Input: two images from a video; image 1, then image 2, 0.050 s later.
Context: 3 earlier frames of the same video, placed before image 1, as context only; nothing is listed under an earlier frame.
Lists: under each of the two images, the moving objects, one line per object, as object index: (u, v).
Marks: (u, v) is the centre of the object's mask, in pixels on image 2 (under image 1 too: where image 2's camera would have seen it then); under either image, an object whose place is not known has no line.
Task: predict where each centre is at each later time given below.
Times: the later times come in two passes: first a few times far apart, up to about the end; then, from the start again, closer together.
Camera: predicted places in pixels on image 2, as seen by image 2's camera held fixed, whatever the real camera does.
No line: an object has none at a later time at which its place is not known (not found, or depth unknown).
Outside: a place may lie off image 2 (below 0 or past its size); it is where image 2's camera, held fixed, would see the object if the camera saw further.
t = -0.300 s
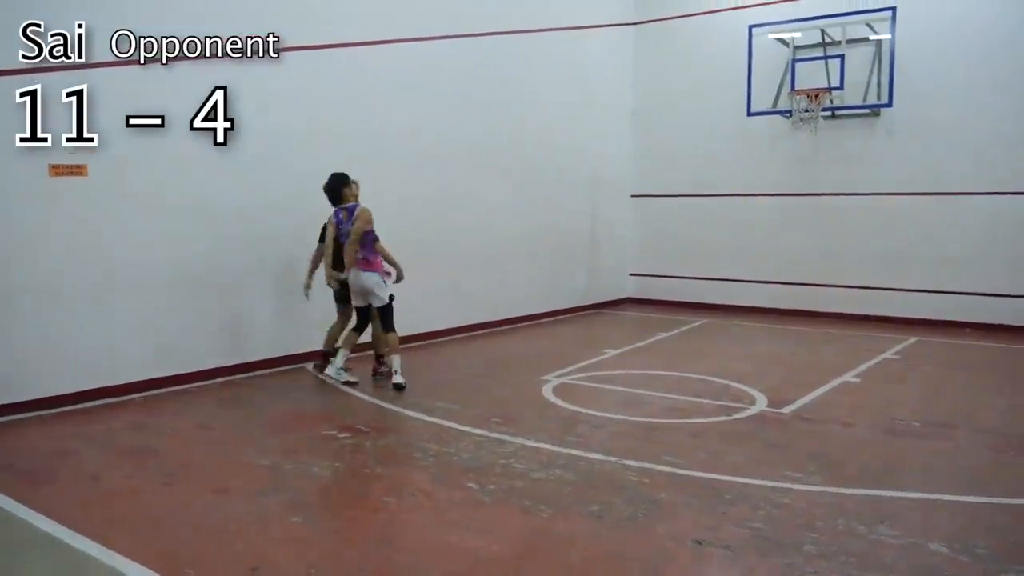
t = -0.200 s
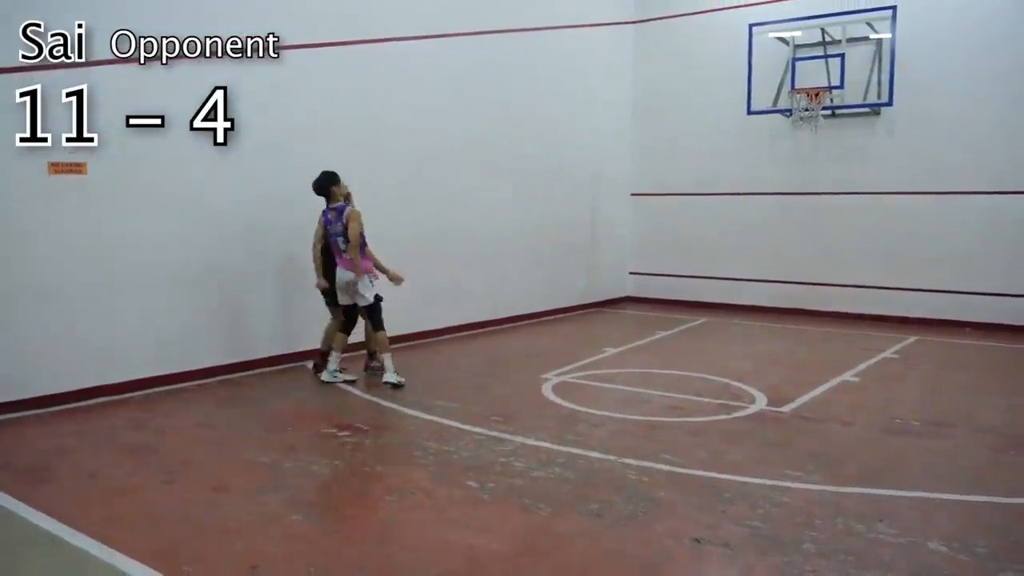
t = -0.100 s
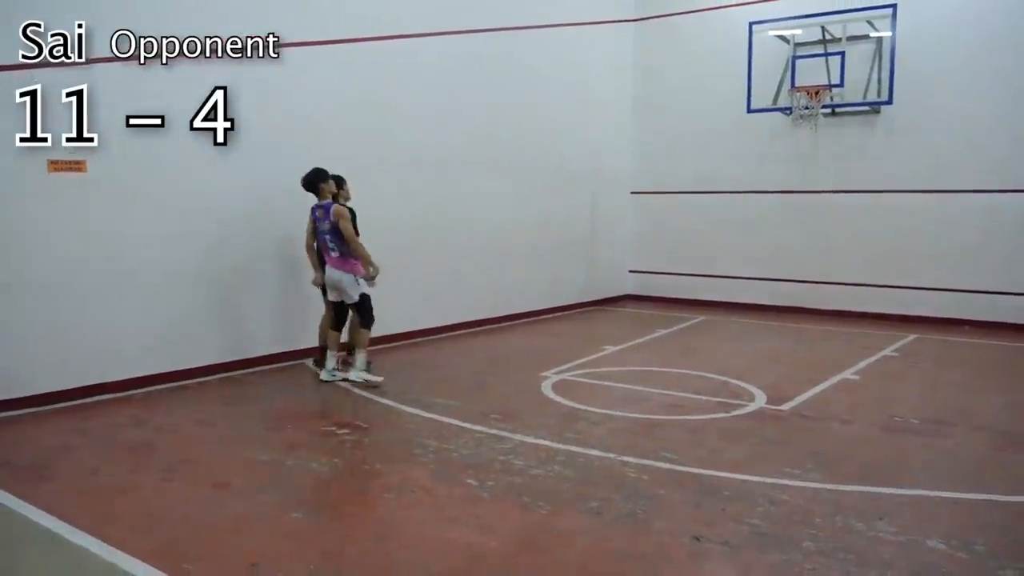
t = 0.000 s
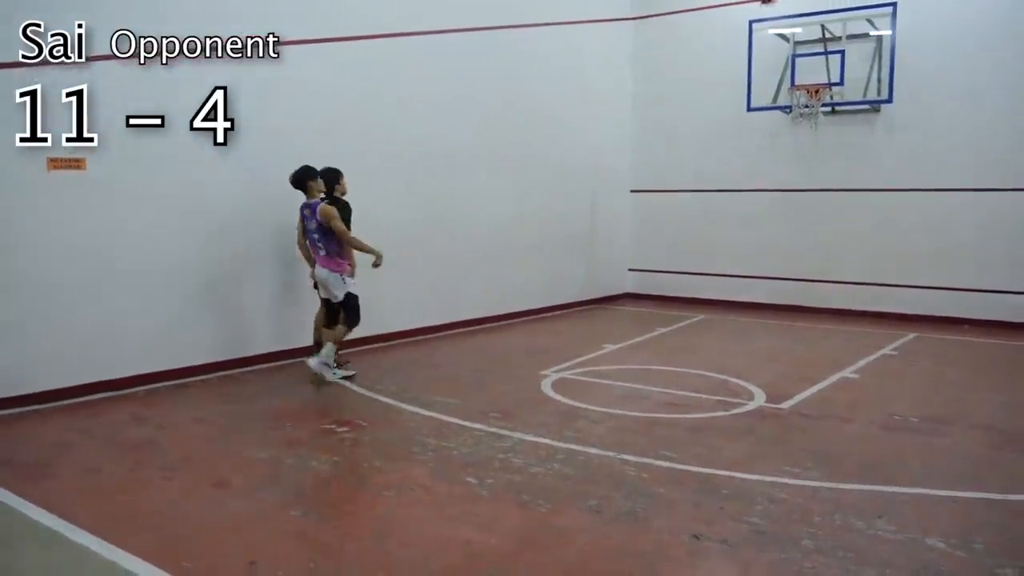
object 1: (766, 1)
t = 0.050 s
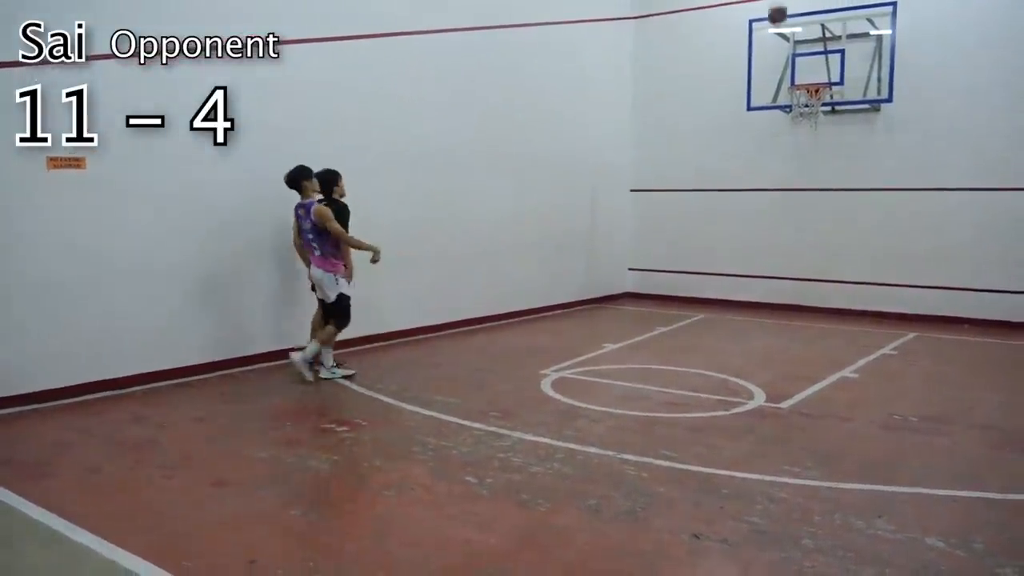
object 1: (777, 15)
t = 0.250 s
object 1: (803, 79)
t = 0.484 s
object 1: (805, 94)
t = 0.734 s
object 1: (801, 173)
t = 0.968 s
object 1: (796, 330)
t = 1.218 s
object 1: (806, 261)
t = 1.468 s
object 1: (818, 178)
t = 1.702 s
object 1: (821, 169)
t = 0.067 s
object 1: (780, 21)
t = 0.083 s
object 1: (784, 30)
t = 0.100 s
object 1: (786, 38)
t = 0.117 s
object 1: (790, 44)
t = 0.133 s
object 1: (793, 54)
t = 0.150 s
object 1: (796, 61)
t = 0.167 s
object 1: (799, 69)
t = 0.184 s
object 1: (802, 78)
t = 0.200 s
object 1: (803, 81)
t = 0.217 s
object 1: (803, 80)
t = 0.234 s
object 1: (803, 79)
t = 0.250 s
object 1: (803, 79)
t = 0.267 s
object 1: (803, 79)
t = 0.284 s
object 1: (804, 78)
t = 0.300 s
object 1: (804, 77)
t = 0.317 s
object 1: (804, 78)
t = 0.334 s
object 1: (804, 79)
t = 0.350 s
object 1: (804, 79)
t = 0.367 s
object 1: (804, 80)
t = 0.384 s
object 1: (804, 81)
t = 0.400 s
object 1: (804, 83)
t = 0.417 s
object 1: (804, 84)
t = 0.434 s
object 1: (805, 87)
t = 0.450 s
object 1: (804, 88)
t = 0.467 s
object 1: (805, 91)
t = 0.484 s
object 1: (805, 94)
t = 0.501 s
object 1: (804, 95)
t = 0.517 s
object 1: (805, 99)
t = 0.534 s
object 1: (805, 103)
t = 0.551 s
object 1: (805, 107)
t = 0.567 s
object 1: (804, 111)
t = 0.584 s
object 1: (804, 116)
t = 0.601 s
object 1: (803, 122)
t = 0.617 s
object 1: (803, 126)
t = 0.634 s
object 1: (803, 132)
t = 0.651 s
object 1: (803, 138)
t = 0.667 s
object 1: (803, 145)
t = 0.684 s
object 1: (802, 151)
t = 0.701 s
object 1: (802, 158)
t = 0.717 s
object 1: (802, 166)
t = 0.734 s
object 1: (801, 173)
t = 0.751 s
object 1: (801, 182)
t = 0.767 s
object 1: (801, 190)
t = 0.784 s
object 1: (801, 199)
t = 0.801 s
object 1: (800, 208)
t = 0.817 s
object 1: (800, 218)
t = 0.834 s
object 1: (799, 228)
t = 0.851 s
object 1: (799, 239)
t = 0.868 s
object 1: (799, 250)
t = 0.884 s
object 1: (798, 261)
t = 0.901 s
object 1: (798, 274)
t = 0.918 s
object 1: (798, 287)
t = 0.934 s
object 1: (797, 300)
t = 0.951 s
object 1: (796, 315)
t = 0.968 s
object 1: (796, 330)
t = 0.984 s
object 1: (795, 342)
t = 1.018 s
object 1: (796, 369)
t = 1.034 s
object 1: (797, 358)
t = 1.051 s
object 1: (797, 348)
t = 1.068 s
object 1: (799, 340)
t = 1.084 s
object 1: (800, 329)
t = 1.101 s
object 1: (800, 321)
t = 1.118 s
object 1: (802, 311)
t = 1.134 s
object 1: (802, 302)
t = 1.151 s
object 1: (802, 294)
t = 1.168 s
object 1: (804, 285)
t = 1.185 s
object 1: (804, 277)
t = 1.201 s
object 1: (806, 268)
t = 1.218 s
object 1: (806, 261)
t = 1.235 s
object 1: (807, 254)
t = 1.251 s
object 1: (808, 247)
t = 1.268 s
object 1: (809, 239)
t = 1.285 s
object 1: (809, 232)
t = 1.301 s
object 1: (810, 226)
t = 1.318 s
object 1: (811, 220)
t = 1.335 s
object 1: (812, 214)
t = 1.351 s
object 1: (813, 209)
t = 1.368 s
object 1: (813, 204)
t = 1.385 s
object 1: (814, 199)
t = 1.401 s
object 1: (815, 194)
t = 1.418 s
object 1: (816, 189)
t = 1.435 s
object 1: (816, 185)
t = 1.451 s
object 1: (817, 181)
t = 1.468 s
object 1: (818, 178)
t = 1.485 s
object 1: (818, 175)
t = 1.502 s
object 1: (819, 172)
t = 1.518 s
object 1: (820, 169)
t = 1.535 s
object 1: (820, 167)
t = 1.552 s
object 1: (820, 166)
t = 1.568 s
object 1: (821, 164)
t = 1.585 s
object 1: (821, 164)
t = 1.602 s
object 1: (822, 163)
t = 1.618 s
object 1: (823, 163)
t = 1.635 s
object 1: (823, 163)
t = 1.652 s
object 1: (823, 164)
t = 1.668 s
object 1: (823, 165)
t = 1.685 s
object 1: (822, 167)
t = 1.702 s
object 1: (821, 169)
